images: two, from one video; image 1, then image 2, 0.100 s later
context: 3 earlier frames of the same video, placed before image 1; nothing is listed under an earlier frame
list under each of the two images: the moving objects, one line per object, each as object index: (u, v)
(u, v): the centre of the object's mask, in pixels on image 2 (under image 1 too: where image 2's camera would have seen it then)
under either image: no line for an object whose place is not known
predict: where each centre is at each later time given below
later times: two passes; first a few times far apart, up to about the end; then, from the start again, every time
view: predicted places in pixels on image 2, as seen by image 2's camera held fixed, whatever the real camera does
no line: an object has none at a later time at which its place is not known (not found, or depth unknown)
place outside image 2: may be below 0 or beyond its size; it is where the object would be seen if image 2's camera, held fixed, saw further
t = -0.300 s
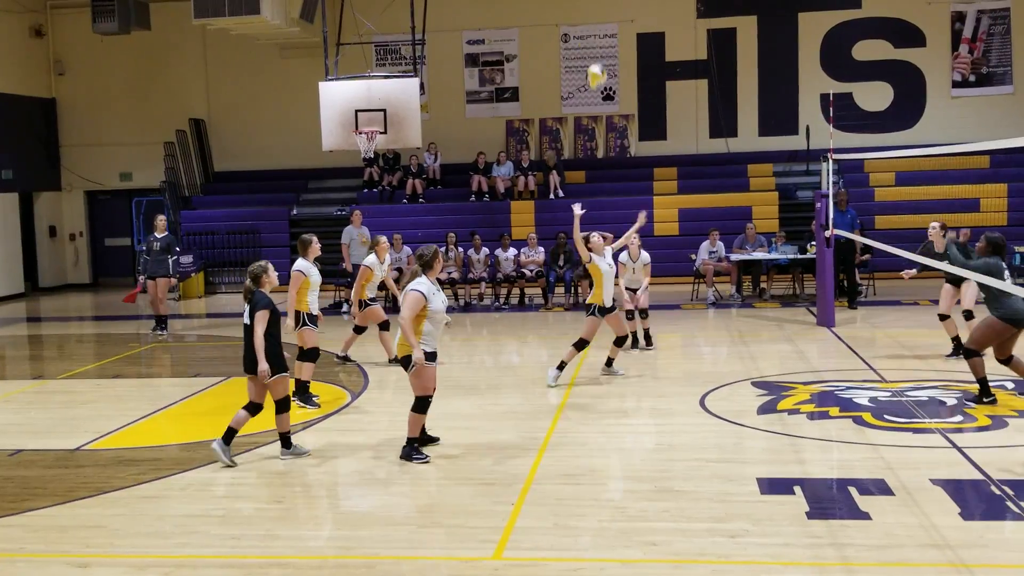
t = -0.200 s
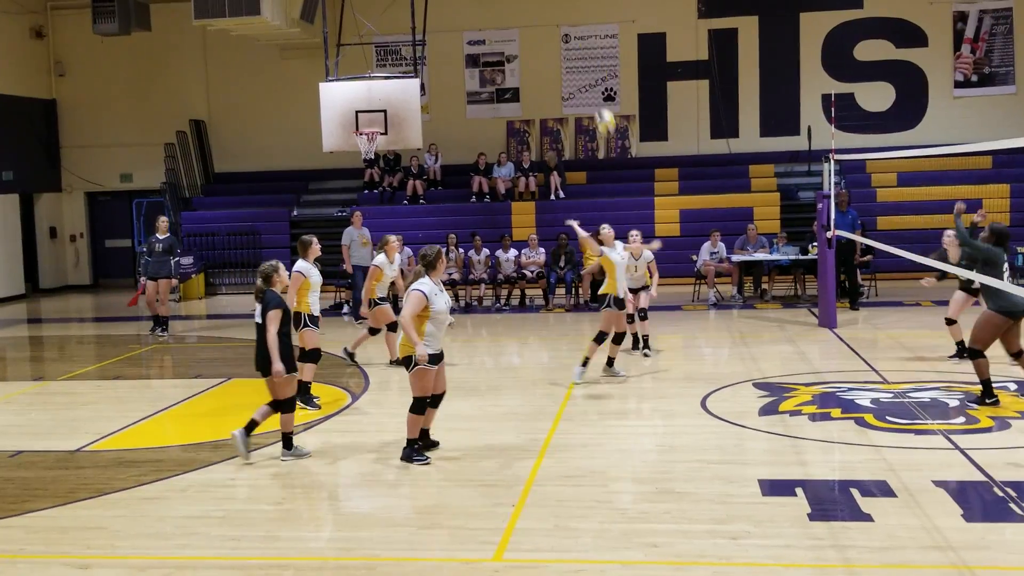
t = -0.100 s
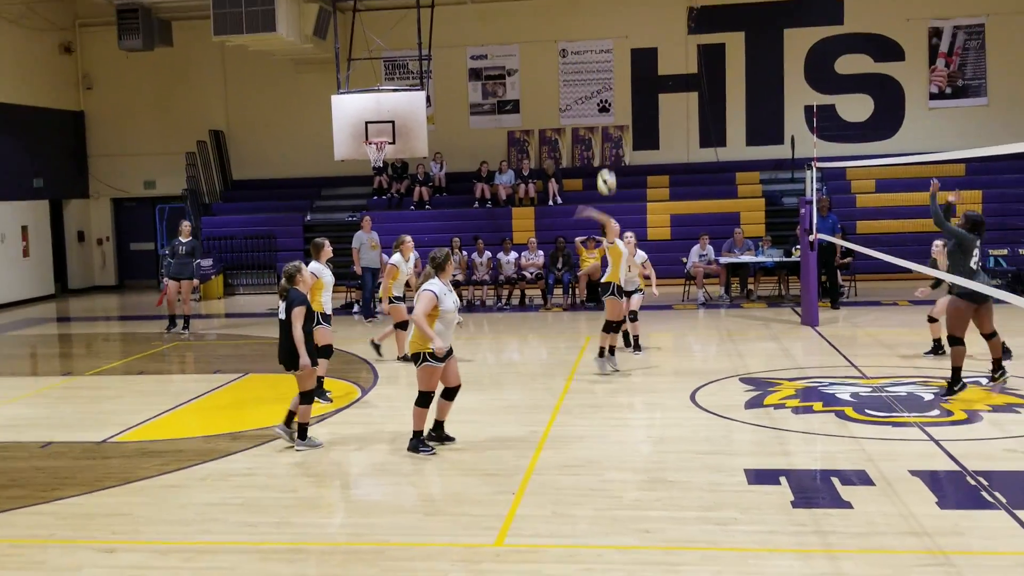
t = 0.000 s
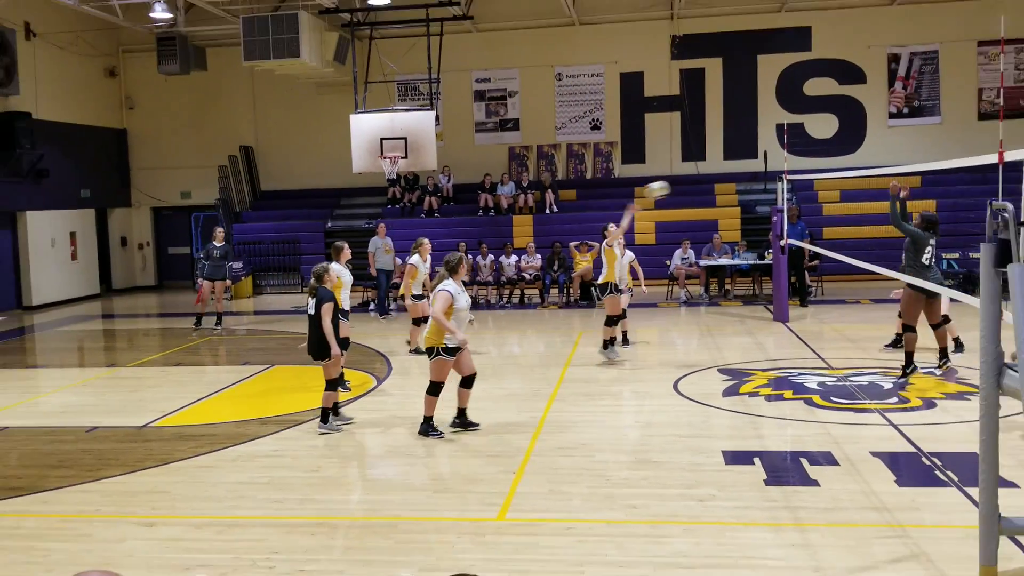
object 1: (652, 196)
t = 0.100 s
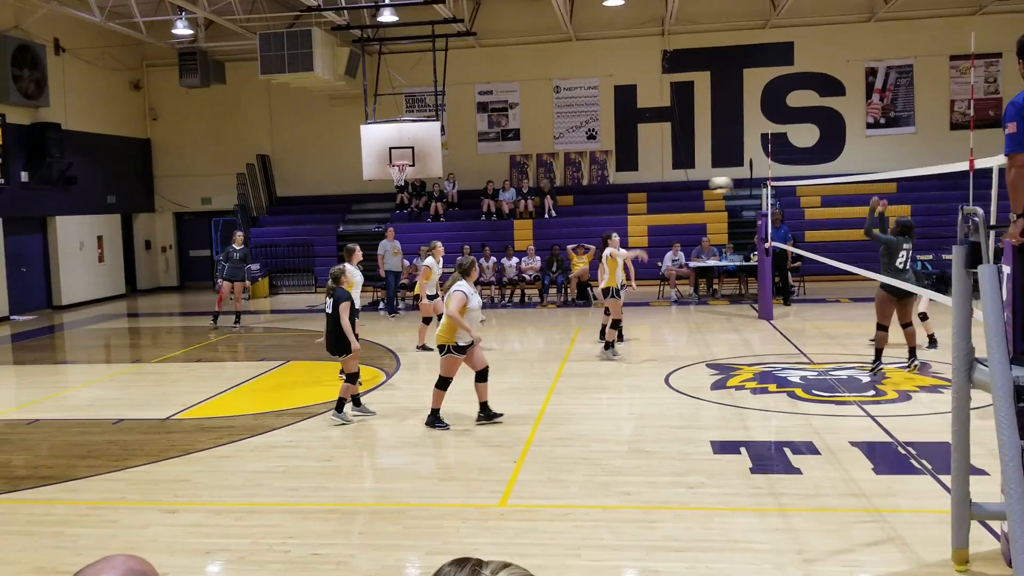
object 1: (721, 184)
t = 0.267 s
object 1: (801, 174)
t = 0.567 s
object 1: (825, 167)
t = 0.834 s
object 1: (843, 216)
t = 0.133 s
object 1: (744, 183)
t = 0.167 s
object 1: (767, 180)
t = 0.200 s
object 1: (790, 180)
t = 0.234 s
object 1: (799, 178)
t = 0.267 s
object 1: (801, 174)
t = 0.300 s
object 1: (805, 170)
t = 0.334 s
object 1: (807, 166)
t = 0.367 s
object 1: (810, 164)
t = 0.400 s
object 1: (812, 162)
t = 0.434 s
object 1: (815, 161)
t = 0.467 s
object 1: (818, 161)
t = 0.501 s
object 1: (820, 163)
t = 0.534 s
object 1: (823, 164)
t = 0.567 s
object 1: (825, 167)
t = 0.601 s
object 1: (827, 171)
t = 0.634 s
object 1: (829, 173)
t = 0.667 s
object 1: (831, 180)
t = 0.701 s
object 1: (834, 187)
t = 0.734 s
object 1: (837, 192)
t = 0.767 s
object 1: (839, 199)
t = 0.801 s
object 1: (842, 207)
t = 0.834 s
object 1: (843, 216)
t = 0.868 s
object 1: (846, 225)
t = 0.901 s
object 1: (848, 235)
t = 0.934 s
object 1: (850, 246)
